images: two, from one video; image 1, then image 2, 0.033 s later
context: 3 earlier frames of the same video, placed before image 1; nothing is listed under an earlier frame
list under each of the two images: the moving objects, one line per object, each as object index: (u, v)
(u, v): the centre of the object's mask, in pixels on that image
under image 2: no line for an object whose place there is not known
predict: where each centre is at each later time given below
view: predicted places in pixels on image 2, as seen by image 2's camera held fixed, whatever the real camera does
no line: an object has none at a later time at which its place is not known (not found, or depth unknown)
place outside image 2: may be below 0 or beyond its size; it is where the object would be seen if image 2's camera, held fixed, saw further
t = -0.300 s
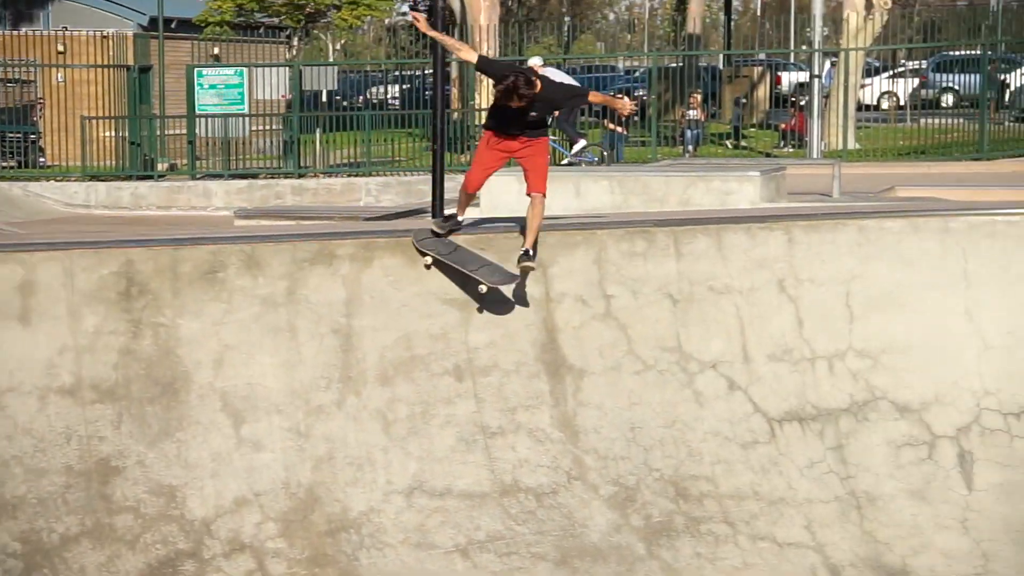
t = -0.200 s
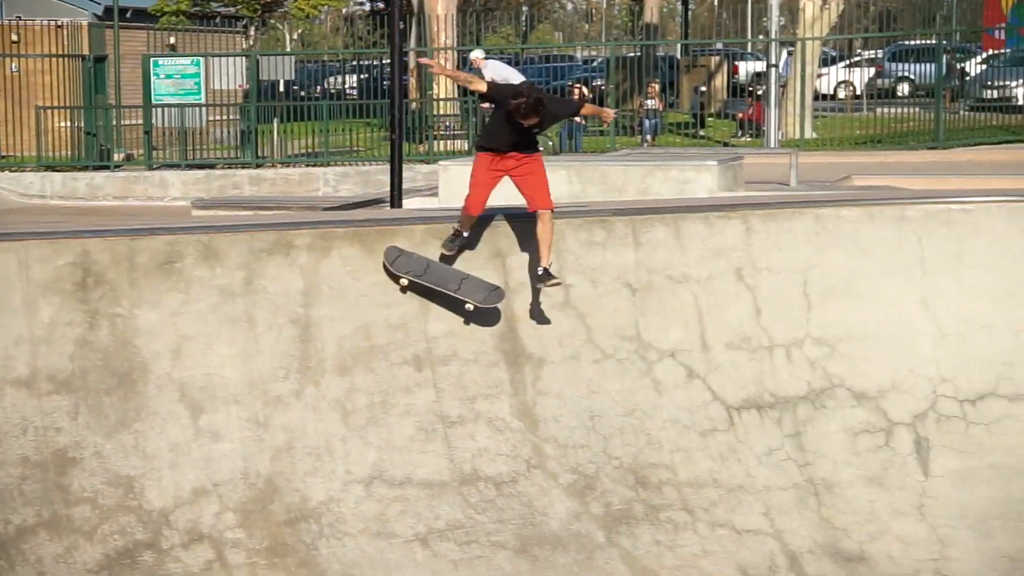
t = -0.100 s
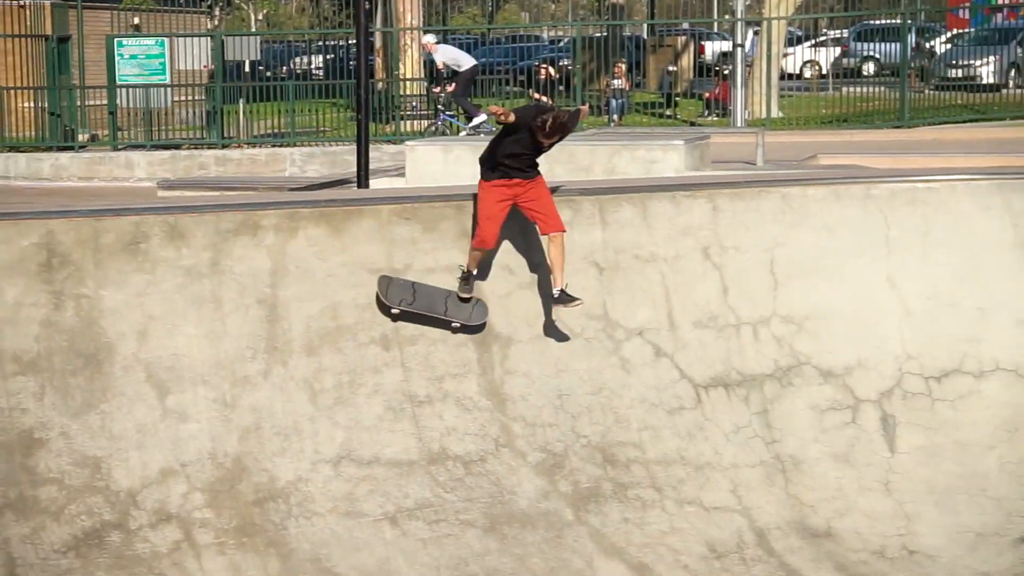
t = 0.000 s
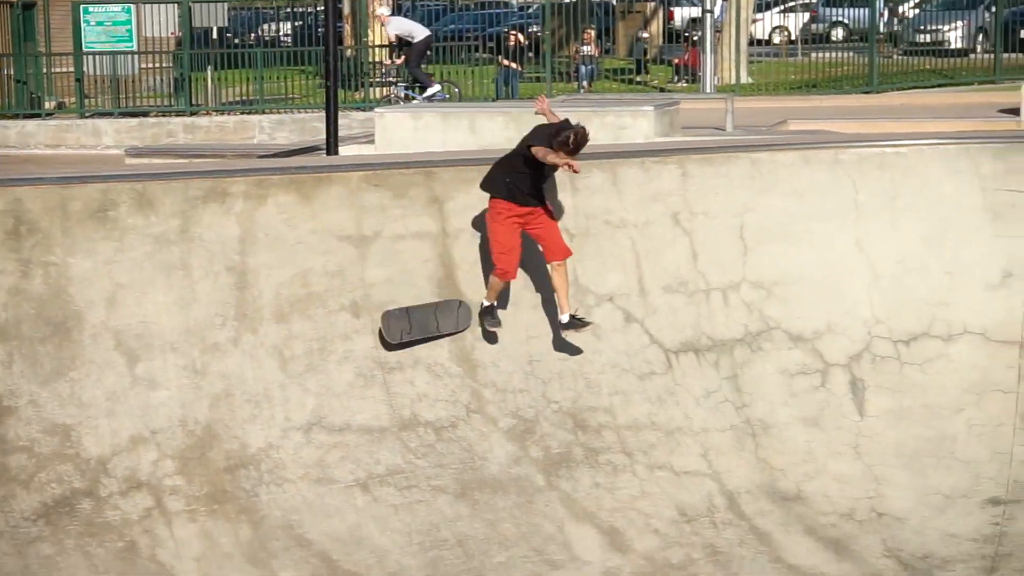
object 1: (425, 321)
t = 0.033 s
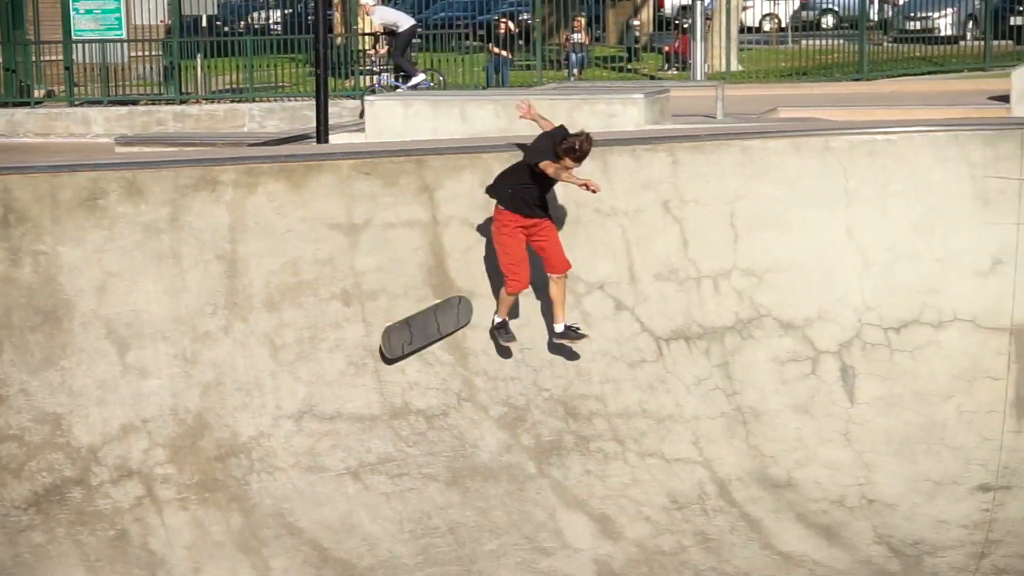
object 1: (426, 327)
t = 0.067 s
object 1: (435, 346)
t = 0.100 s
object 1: (446, 362)
